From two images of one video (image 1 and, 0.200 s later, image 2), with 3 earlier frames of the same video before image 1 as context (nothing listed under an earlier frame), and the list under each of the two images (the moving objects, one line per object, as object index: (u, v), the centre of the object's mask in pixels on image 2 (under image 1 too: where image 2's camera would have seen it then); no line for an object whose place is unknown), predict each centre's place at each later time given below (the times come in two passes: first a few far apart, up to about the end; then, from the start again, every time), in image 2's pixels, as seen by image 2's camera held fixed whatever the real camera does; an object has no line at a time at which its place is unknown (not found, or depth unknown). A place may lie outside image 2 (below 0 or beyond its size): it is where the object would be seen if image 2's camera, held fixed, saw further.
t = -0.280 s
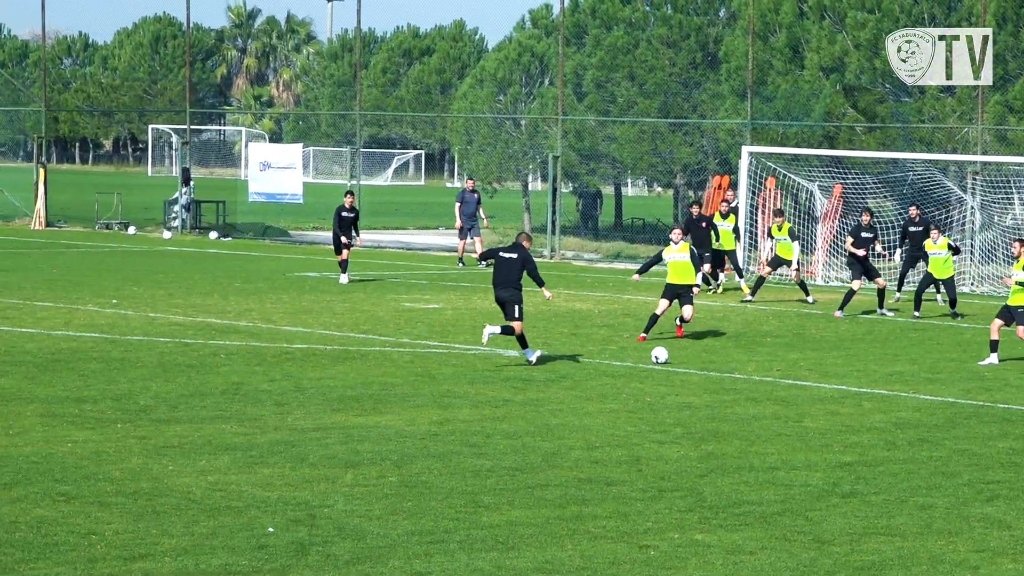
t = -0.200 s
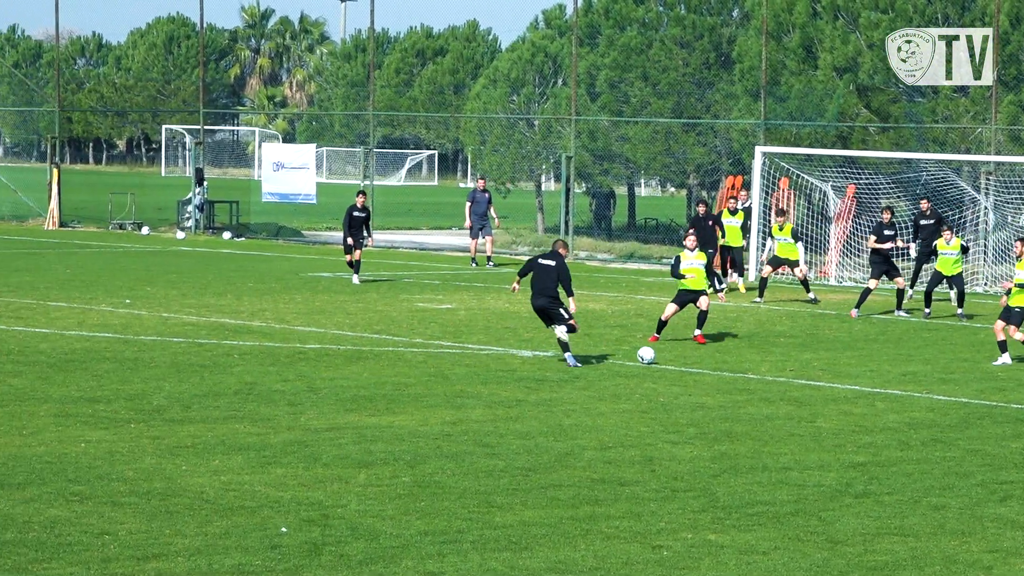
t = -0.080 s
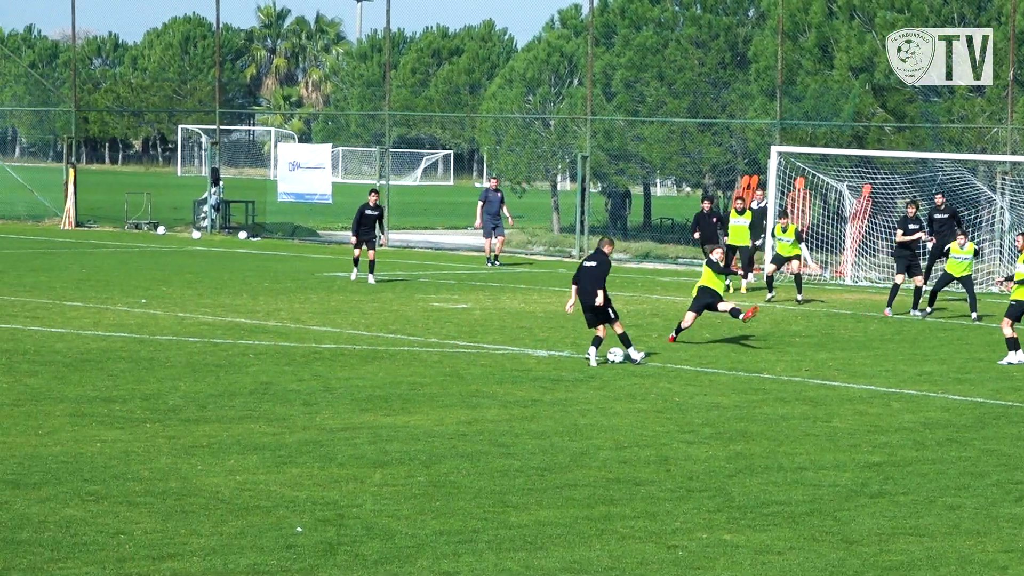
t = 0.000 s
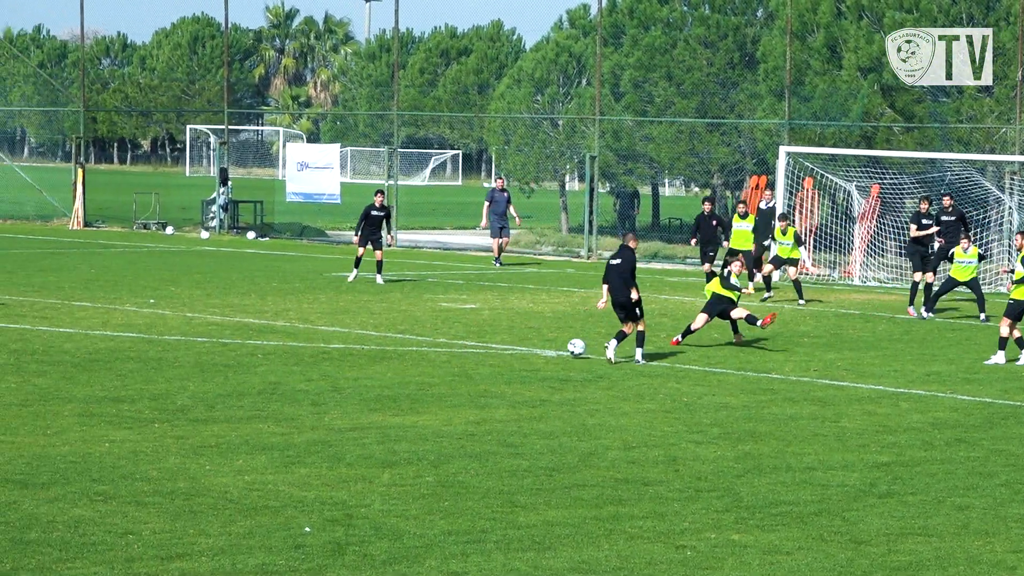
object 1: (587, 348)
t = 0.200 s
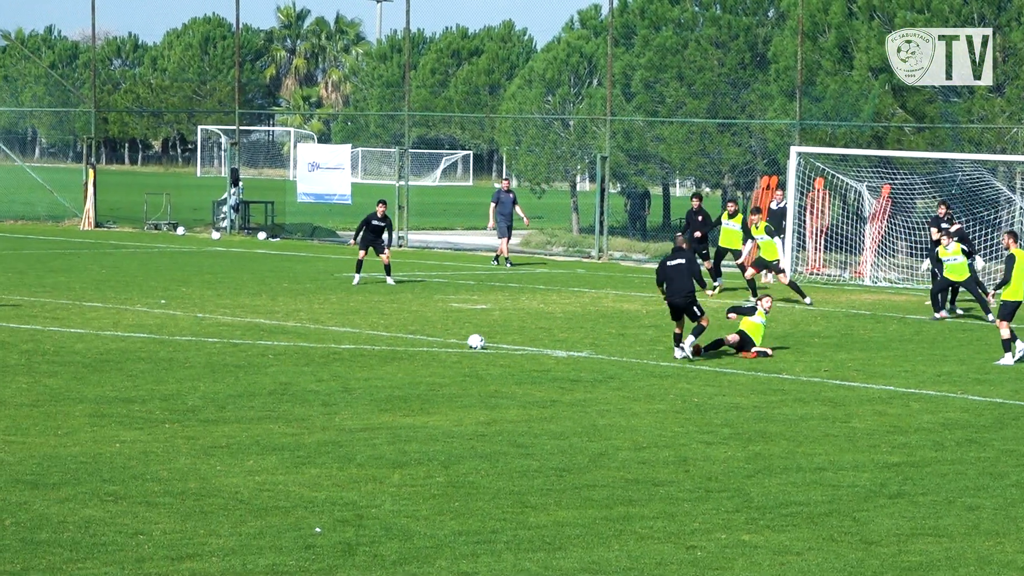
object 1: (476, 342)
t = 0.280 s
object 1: (437, 334)
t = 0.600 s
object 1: (299, 322)
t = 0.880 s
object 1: (198, 317)
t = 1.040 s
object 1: (143, 316)
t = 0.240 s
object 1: (456, 337)
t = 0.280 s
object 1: (437, 334)
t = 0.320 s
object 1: (419, 331)
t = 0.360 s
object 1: (400, 330)
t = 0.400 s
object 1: (381, 330)
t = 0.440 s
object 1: (362, 331)
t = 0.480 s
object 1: (346, 330)
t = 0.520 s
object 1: (330, 327)
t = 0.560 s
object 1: (314, 324)
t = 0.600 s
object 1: (299, 322)
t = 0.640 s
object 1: (283, 322)
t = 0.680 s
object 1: (268, 324)
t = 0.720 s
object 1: (253, 325)
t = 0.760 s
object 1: (238, 322)
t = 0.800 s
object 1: (225, 319)
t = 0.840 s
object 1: (211, 317)
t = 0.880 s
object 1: (198, 317)
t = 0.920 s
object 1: (183, 319)
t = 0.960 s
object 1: (170, 319)
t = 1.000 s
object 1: (156, 318)
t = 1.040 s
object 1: (143, 316)
